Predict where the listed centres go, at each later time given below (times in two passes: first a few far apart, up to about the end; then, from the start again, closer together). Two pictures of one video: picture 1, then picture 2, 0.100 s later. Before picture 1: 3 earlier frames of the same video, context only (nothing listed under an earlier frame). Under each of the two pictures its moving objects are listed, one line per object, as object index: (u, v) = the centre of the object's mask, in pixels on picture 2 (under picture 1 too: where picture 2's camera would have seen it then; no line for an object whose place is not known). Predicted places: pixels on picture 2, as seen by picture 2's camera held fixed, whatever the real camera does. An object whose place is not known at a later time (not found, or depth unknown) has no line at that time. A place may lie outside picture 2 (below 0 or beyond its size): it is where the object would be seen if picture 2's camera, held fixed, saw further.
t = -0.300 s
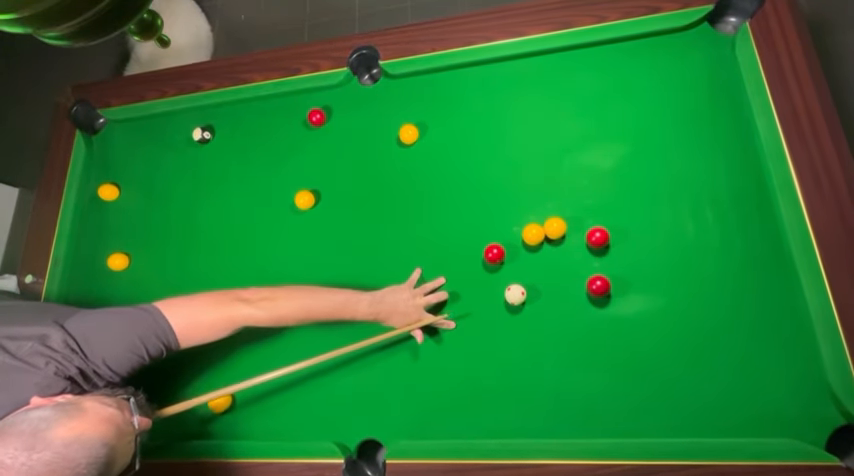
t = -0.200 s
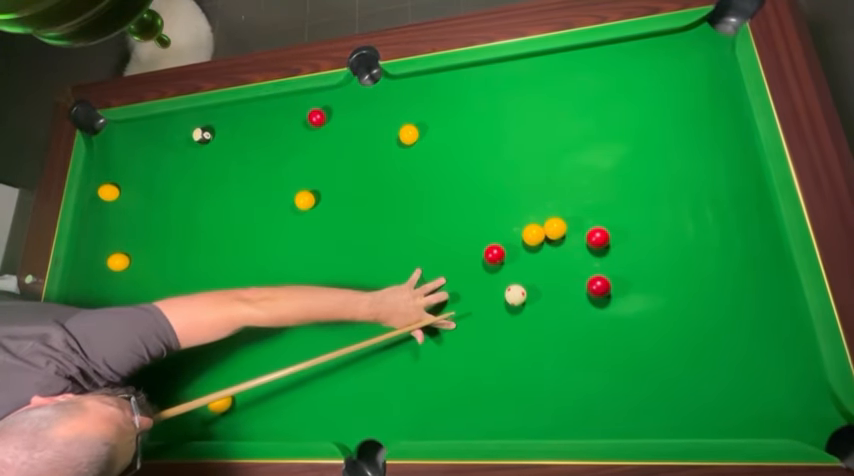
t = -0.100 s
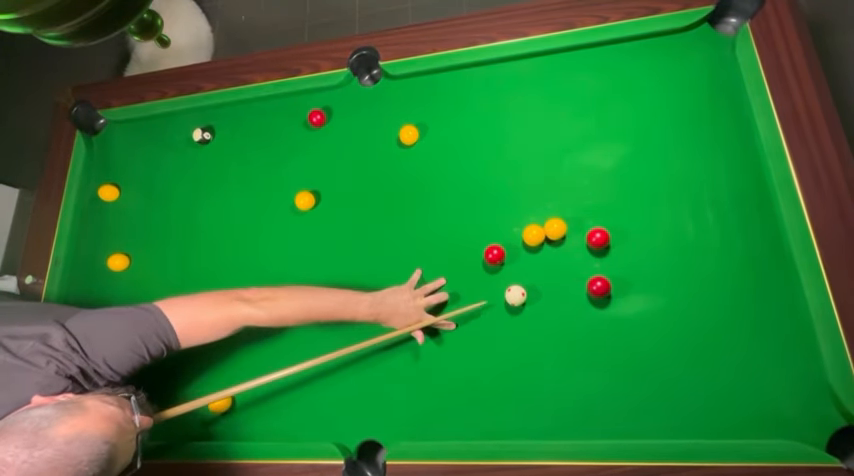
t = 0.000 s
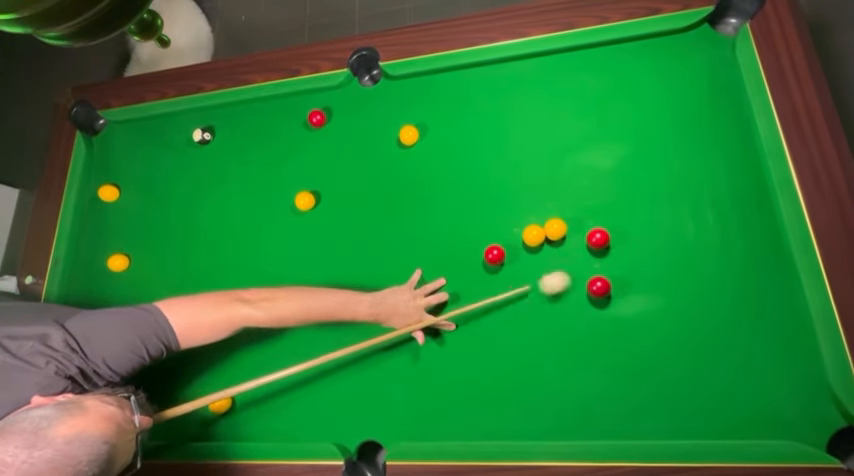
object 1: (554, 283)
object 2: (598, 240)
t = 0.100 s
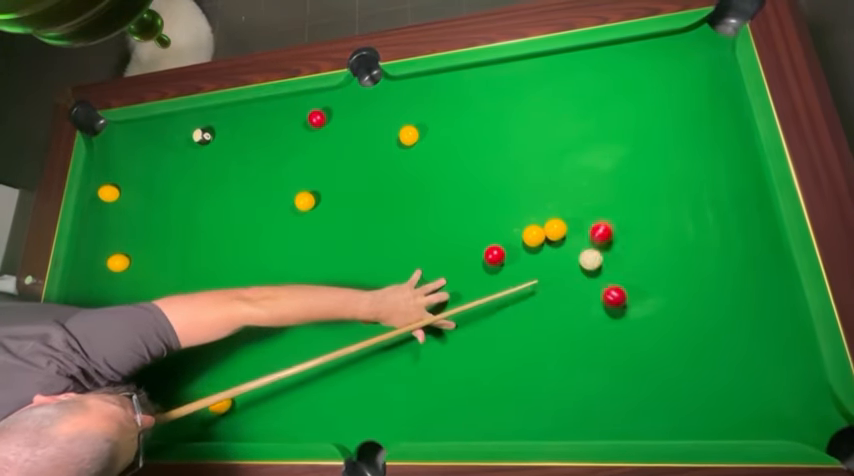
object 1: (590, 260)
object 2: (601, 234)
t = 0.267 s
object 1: (602, 259)
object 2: (622, 192)
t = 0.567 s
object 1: (621, 253)
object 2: (653, 129)
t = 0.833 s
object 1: (634, 248)
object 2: (678, 80)
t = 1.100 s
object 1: (644, 245)
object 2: (700, 36)
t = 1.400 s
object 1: (650, 243)
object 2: (726, 24)
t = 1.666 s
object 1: (652, 242)
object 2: (723, 22)
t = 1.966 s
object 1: (652, 242)
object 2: (724, 22)
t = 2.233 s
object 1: (652, 242)
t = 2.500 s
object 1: (652, 242)
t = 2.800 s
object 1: (652, 242)
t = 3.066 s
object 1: (652, 242)
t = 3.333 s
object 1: (652, 242)
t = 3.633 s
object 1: (652, 242)
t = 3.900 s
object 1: (652, 242)
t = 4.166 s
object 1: (652, 242)
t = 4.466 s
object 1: (652, 242)
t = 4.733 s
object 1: (652, 242)
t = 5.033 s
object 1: (652, 242)
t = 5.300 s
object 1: (652, 242)
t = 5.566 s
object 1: (652, 242)
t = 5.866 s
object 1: (652, 242)
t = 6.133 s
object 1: (652, 242)
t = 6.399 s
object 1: (652, 242)
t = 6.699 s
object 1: (652, 242)
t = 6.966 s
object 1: (652, 242)
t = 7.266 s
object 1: (652, 242)
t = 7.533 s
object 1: (652, 242)
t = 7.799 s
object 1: (652, 242)
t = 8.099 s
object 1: (652, 242)
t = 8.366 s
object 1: (652, 242)
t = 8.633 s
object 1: (652, 242)
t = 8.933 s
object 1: (652, 242)
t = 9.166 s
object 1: (651, 241)
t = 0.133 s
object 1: (592, 261)
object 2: (606, 223)
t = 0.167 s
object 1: (595, 261)
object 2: (610, 214)
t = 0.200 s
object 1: (597, 260)
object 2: (614, 207)
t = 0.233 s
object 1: (600, 259)
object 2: (618, 199)
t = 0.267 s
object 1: (602, 259)
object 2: (622, 192)
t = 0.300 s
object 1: (604, 258)
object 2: (625, 184)
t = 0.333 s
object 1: (607, 258)
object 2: (629, 177)
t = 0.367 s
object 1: (609, 257)
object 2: (633, 170)
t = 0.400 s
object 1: (611, 256)
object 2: (636, 163)
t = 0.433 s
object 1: (613, 256)
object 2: (640, 156)
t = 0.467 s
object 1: (615, 255)
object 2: (643, 149)
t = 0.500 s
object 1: (617, 254)
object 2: (646, 142)
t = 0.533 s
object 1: (619, 254)
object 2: (650, 136)
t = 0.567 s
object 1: (621, 253)
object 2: (653, 129)
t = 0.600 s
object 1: (623, 252)
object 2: (656, 123)
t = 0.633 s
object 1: (625, 251)
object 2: (660, 116)
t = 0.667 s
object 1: (626, 251)
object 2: (663, 110)
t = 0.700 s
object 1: (628, 250)
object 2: (666, 103)
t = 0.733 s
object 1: (630, 250)
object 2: (669, 97)
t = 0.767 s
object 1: (631, 249)
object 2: (672, 91)
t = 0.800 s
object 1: (633, 248)
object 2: (675, 85)
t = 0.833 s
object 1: (634, 248)
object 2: (678, 80)
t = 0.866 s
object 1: (636, 248)
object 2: (681, 74)
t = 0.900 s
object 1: (637, 247)
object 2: (684, 68)
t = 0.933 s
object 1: (639, 246)
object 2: (687, 62)
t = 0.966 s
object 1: (640, 246)
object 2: (690, 57)
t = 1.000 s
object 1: (641, 246)
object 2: (692, 52)
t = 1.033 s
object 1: (642, 246)
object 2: (695, 46)
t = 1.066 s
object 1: (643, 245)
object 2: (698, 41)
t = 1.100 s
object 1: (644, 245)
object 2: (700, 36)
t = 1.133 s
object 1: (645, 244)
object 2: (703, 30)
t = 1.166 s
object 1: (645, 245)
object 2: (707, 29)
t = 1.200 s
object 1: (646, 244)
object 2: (712, 28)
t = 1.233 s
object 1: (647, 244)
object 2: (717, 27)
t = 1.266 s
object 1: (648, 243)
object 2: (722, 27)
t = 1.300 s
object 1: (649, 243)
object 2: (726, 25)
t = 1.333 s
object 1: (649, 243)
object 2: (729, 24)
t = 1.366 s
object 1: (650, 243)
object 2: (728, 23)
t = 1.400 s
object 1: (650, 243)
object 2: (726, 24)
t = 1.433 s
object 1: (651, 243)
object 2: (723, 25)
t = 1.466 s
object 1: (651, 242)
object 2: (721, 28)
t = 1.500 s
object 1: (651, 243)
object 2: (722, 25)
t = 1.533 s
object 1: (652, 242)
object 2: (722, 25)
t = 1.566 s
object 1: (652, 242)
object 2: (722, 24)
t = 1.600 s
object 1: (652, 242)
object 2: (722, 24)
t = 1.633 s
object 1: (652, 242)
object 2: (722, 23)
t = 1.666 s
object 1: (652, 242)
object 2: (723, 22)
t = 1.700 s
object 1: (652, 242)
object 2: (724, 22)
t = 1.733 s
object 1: (652, 242)
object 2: (725, 22)
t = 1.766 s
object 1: (652, 242)
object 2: (725, 21)
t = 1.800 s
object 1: (652, 242)
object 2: (725, 21)
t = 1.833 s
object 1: (652, 242)
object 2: (725, 22)
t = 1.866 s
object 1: (652, 242)
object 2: (725, 21)
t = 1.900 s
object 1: (652, 242)
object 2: (725, 22)
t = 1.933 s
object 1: (652, 242)
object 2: (725, 22)
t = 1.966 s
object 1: (652, 242)
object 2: (724, 22)
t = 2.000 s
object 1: (652, 242)
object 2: (724, 22)
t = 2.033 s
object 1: (652, 242)
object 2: (723, 23)
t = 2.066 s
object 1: (652, 242)
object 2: (722, 23)
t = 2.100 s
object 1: (652, 242)
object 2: (722, 25)
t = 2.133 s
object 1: (652, 242)
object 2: (721, 26)
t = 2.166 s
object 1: (652, 242)
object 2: (721, 27)
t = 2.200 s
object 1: (652, 242)
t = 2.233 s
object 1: (652, 242)
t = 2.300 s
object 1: (652, 242)
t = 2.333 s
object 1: (652, 242)
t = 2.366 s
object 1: (652, 242)
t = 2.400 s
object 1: (652, 242)
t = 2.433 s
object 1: (652, 242)
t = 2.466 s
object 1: (652, 242)
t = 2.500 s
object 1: (652, 242)
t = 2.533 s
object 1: (652, 242)
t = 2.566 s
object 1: (652, 242)
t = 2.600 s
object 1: (652, 242)
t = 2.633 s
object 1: (652, 242)
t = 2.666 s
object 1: (652, 242)
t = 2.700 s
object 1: (652, 242)
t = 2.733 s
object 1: (652, 242)
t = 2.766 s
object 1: (652, 242)
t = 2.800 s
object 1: (652, 242)
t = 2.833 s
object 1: (652, 243)
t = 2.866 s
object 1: (652, 242)
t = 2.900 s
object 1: (652, 242)
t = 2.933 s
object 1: (652, 242)
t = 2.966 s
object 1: (652, 242)
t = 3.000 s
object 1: (652, 242)
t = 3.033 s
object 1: (652, 242)
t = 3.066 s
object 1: (652, 242)
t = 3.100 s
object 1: (652, 242)
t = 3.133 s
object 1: (652, 242)
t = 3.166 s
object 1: (652, 242)
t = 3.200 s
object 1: (652, 242)
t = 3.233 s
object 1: (652, 242)
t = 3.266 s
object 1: (652, 242)
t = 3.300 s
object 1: (652, 242)
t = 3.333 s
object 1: (652, 242)
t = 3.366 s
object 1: (652, 242)
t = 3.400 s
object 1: (652, 242)
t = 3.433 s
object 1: (652, 242)
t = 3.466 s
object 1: (652, 242)
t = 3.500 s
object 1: (652, 242)
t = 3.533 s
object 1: (652, 242)
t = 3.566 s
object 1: (652, 242)
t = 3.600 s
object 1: (652, 242)
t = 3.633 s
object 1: (652, 242)
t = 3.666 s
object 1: (652, 242)
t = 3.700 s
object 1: (652, 242)
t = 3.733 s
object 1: (652, 242)
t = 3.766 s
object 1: (652, 242)
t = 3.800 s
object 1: (652, 242)
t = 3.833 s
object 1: (652, 242)
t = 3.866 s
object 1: (652, 242)
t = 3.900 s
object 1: (652, 242)
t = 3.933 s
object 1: (652, 242)
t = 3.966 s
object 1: (652, 242)
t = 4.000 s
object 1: (652, 242)
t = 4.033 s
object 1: (652, 242)
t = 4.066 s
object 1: (652, 242)
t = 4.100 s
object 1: (652, 242)
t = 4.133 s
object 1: (652, 242)
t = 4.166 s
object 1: (652, 242)
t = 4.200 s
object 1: (652, 242)
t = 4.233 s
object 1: (652, 242)
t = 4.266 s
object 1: (652, 242)
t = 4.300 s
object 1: (652, 242)
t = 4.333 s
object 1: (652, 242)
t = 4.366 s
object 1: (652, 242)
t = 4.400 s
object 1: (652, 242)
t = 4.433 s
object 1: (652, 242)
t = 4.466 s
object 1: (652, 242)
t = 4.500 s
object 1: (652, 242)
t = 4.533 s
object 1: (652, 242)
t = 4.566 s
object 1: (652, 242)
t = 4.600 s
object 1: (652, 242)
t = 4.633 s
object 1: (652, 242)
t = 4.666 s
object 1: (652, 242)
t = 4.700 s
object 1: (652, 242)
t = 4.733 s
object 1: (652, 242)
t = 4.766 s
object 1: (652, 242)
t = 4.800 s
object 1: (652, 242)
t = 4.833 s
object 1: (652, 242)
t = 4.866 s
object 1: (652, 242)
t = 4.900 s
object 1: (652, 242)
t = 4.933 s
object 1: (652, 242)
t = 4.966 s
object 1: (652, 242)
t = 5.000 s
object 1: (652, 242)
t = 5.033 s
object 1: (652, 242)
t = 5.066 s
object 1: (652, 242)
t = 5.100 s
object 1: (652, 242)
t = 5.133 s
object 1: (652, 242)
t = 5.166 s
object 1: (652, 242)
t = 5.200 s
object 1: (652, 242)
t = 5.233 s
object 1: (652, 242)
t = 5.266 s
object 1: (652, 242)
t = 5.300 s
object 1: (652, 242)
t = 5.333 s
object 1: (652, 242)
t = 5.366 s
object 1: (652, 242)
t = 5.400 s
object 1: (652, 242)
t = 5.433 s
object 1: (652, 242)
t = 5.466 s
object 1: (652, 242)
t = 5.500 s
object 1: (652, 242)
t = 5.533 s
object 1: (652, 242)
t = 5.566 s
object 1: (652, 242)
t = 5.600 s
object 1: (652, 242)
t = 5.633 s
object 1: (652, 242)
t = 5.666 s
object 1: (652, 242)
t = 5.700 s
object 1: (652, 242)
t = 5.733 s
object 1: (652, 242)
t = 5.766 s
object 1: (652, 242)
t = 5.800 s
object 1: (652, 242)
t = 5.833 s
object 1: (652, 242)
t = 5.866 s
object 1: (652, 242)
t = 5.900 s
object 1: (652, 242)
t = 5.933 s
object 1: (652, 242)
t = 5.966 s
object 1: (652, 242)
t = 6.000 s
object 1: (652, 242)
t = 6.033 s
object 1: (652, 242)
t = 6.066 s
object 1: (652, 242)
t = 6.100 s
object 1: (652, 242)
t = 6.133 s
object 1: (652, 242)
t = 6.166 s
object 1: (652, 242)
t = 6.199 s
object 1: (652, 242)
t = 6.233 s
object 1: (652, 242)
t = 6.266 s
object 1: (652, 242)
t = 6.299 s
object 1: (652, 242)
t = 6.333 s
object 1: (652, 242)
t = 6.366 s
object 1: (652, 242)
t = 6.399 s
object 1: (652, 242)
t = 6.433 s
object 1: (652, 242)
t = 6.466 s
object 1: (652, 242)
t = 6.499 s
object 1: (652, 242)
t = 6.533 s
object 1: (652, 242)
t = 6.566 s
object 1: (652, 242)
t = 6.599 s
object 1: (652, 242)
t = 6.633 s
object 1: (652, 242)
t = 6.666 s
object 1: (652, 242)
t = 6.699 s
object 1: (652, 242)
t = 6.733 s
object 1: (652, 242)
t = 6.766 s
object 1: (652, 242)
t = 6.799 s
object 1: (652, 242)
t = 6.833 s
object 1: (652, 242)
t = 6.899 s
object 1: (652, 242)
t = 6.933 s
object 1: (652, 242)
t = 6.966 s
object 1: (652, 242)
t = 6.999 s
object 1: (652, 242)
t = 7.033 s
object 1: (652, 242)
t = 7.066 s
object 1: (652, 242)
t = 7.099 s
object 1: (652, 242)
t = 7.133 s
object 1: (652, 242)
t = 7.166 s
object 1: (652, 242)
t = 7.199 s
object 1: (652, 242)
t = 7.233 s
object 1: (652, 242)
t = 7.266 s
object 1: (652, 242)
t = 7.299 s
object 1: (652, 242)
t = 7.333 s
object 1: (652, 242)
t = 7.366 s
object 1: (652, 242)
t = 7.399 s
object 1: (652, 242)
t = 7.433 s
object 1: (652, 242)
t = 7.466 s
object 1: (652, 242)
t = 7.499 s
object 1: (652, 242)
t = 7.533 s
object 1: (652, 242)
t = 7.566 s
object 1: (652, 242)
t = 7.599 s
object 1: (652, 242)
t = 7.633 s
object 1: (652, 242)
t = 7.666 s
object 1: (652, 242)
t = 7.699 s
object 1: (652, 242)
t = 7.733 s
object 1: (652, 242)
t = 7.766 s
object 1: (652, 241)
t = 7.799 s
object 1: (652, 242)
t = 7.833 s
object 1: (652, 242)
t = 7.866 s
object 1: (652, 242)
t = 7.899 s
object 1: (652, 242)
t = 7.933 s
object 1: (652, 242)
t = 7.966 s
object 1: (652, 242)
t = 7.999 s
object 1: (652, 241)
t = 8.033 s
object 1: (652, 242)
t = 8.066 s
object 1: (652, 242)
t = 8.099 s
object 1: (652, 242)
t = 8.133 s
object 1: (652, 242)
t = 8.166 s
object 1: (652, 242)
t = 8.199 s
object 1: (652, 242)
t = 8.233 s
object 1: (652, 242)
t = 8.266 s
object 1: (652, 242)
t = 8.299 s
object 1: (652, 242)
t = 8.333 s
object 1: (652, 242)
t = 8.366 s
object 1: (652, 242)
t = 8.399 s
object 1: (652, 242)
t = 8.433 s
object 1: (652, 242)
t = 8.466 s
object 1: (652, 242)
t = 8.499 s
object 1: (652, 242)
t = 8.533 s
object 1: (652, 242)
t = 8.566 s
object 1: (652, 242)
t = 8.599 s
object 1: (652, 242)
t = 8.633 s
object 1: (652, 242)
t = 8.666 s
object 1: (652, 242)
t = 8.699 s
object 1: (652, 242)
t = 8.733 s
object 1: (652, 242)
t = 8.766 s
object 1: (652, 242)
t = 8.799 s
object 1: (652, 242)
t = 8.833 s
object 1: (652, 242)
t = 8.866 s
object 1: (652, 242)
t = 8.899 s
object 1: (652, 242)
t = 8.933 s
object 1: (652, 242)
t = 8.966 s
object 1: (652, 241)
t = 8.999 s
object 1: (652, 242)
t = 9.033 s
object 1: (651, 242)
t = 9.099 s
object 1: (652, 241)
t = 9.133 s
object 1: (651, 242)
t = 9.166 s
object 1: (651, 241)
